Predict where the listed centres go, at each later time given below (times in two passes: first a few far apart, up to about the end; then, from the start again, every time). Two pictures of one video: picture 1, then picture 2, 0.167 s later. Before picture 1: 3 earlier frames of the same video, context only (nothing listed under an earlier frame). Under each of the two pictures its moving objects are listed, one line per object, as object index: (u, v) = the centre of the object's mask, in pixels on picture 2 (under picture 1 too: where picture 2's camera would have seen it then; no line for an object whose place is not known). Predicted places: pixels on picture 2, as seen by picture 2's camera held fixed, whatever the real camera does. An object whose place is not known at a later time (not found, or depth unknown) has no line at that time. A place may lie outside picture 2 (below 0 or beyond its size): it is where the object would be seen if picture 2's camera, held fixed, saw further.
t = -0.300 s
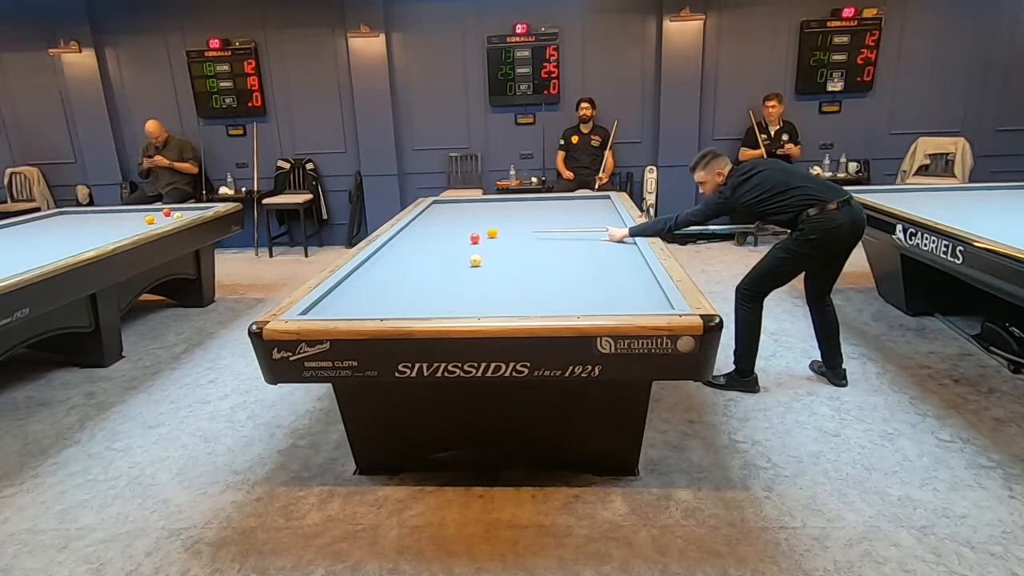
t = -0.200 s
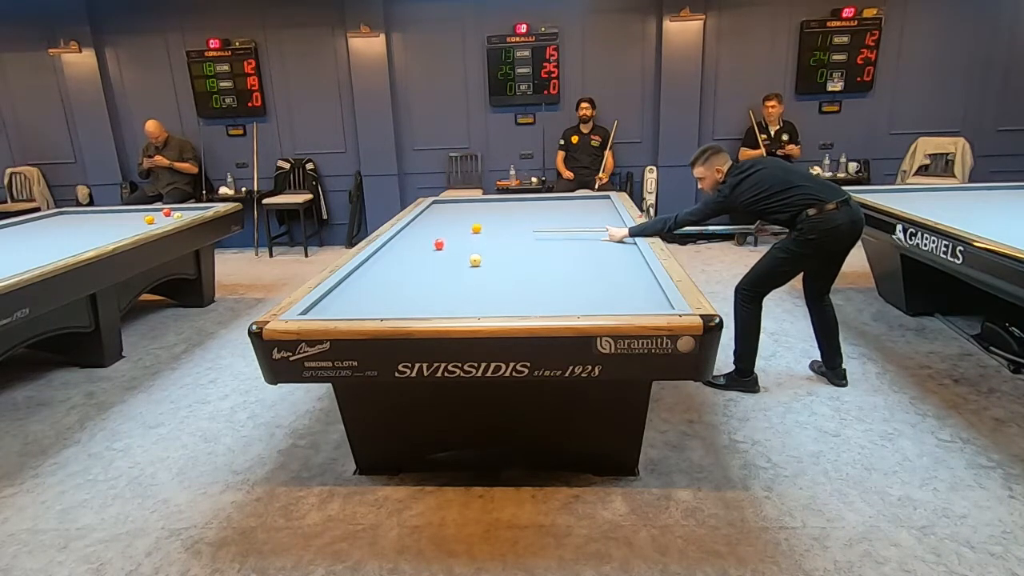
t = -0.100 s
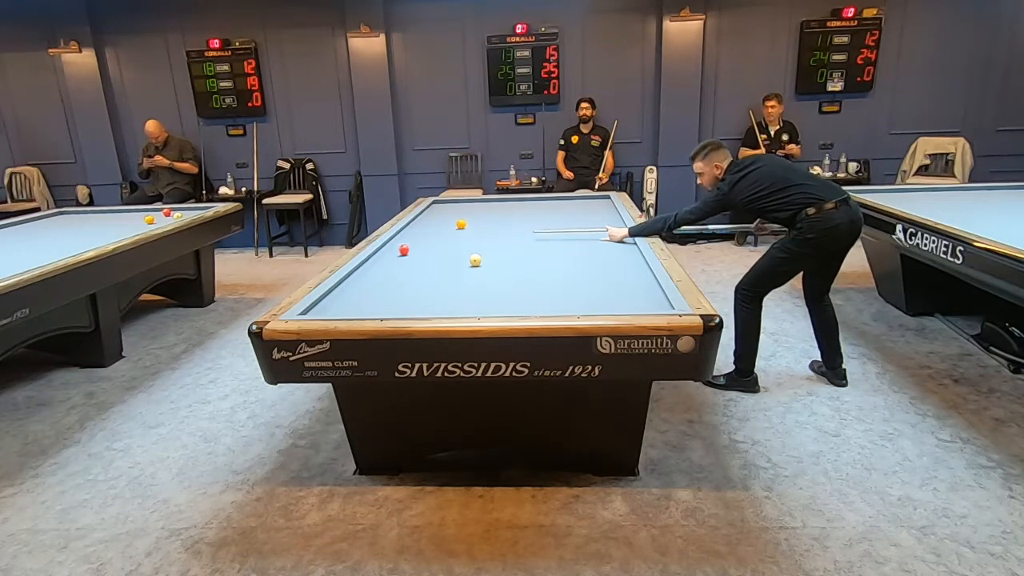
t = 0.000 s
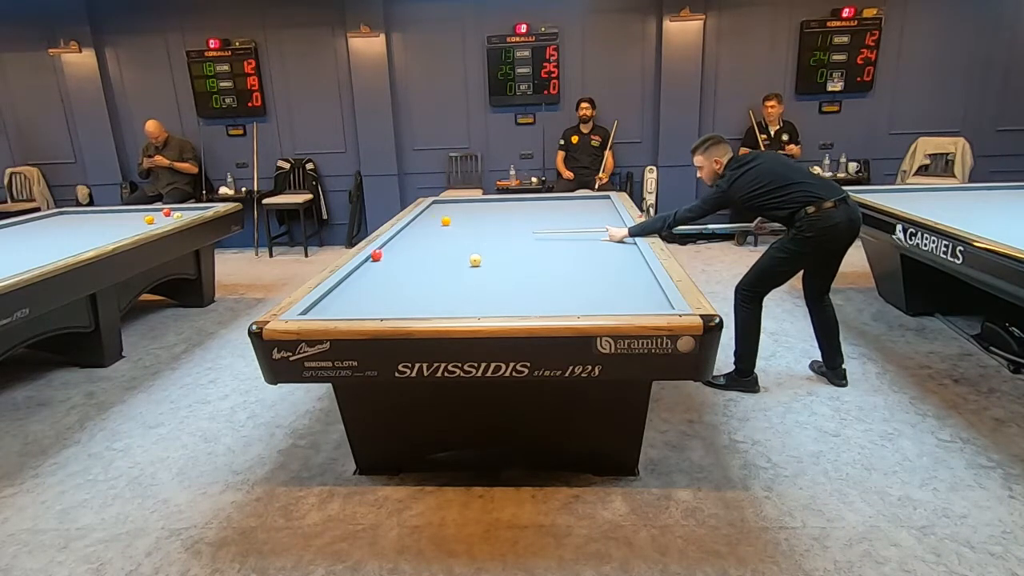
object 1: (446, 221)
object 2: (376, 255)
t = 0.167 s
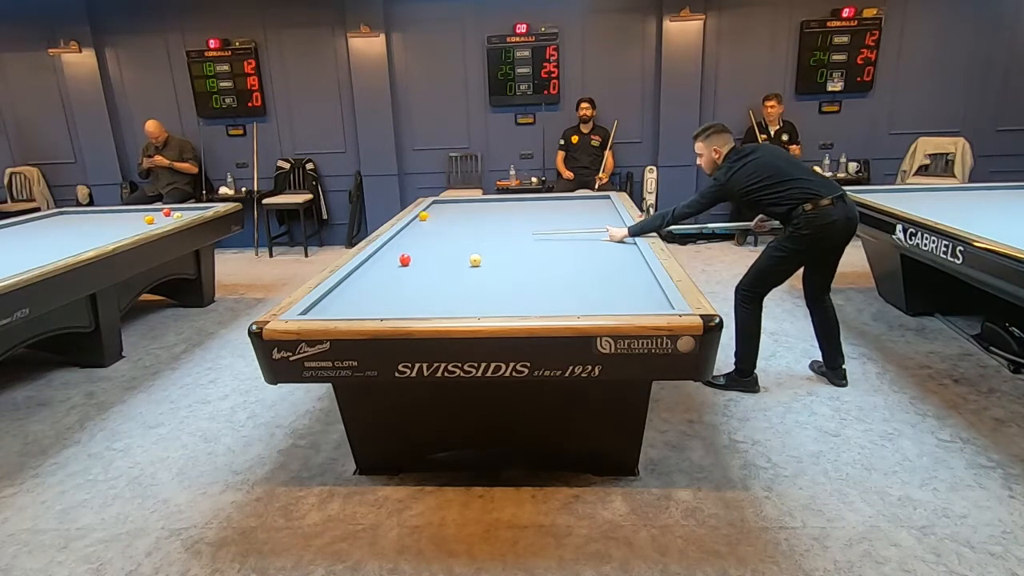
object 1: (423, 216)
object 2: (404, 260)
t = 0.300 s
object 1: (436, 211)
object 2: (423, 264)
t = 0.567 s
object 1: (467, 202)
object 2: (463, 272)
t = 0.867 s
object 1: (497, 203)
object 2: (513, 282)
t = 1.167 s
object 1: (529, 208)
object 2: (570, 294)
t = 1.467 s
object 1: (564, 212)
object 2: (635, 305)
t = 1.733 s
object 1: (598, 216)
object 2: (646, 302)
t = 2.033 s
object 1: (606, 223)
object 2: (611, 292)
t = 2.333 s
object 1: (586, 230)
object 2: (581, 283)
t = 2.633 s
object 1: (564, 239)
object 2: (554, 276)
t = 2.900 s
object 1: (543, 247)
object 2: (532, 270)
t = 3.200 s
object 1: (517, 256)
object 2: (511, 264)
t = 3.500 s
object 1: (501, 257)
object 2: (482, 268)
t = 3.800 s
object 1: (486, 256)
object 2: (450, 273)
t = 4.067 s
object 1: (474, 252)
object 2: (421, 278)
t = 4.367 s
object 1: (461, 255)
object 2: (388, 284)
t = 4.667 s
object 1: (450, 254)
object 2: (355, 290)
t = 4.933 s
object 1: (440, 254)
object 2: (332, 295)
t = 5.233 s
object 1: (431, 254)
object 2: (342, 300)
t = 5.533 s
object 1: (422, 253)
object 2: (353, 305)
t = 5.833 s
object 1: (413, 252)
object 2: (363, 309)
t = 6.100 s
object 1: (407, 252)
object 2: (374, 310)
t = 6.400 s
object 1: (400, 251)
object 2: (390, 308)
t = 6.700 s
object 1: (395, 251)
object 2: (404, 306)
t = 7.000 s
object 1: (390, 251)
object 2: (417, 304)
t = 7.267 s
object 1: (386, 251)
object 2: (428, 303)
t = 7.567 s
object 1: (382, 250)
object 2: (439, 300)
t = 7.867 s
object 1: (380, 250)
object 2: (449, 298)
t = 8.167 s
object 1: (381, 250)
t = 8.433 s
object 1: (382, 250)
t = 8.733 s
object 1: (382, 250)
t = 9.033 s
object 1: (382, 250)
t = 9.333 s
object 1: (382, 250)
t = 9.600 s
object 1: (382, 250)
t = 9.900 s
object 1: (382, 250)
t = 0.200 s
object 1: (420, 215)
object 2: (409, 261)
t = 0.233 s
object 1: (425, 214)
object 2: (414, 262)
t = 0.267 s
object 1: (431, 212)
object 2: (418, 263)
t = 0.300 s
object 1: (436, 211)
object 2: (423, 264)
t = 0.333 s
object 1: (441, 209)
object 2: (428, 265)
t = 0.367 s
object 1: (446, 208)
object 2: (432, 266)
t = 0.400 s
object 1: (449, 207)
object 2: (437, 266)
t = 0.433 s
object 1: (453, 206)
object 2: (442, 267)
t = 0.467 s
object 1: (456, 205)
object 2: (447, 269)
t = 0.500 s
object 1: (460, 203)
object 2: (453, 270)
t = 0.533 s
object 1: (464, 202)
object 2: (458, 271)
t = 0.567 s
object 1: (467, 202)
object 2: (463, 272)
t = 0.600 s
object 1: (470, 201)
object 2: (468, 273)
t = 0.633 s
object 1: (474, 200)
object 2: (474, 274)
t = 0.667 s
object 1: (477, 200)
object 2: (479, 275)
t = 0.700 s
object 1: (480, 200)
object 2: (484, 276)
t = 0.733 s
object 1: (483, 201)
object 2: (490, 278)
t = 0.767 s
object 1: (487, 202)
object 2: (496, 279)
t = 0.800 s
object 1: (490, 202)
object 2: (502, 280)
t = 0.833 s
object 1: (494, 203)
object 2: (507, 281)
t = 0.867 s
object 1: (497, 203)
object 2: (513, 282)
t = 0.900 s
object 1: (500, 203)
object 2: (519, 284)
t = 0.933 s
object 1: (504, 204)
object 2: (525, 285)
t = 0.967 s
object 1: (507, 204)
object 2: (531, 287)
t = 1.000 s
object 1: (511, 205)
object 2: (538, 288)
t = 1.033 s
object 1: (514, 205)
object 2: (544, 289)
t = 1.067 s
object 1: (518, 206)
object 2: (550, 290)
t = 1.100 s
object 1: (521, 206)
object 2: (557, 292)
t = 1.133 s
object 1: (525, 207)
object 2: (564, 293)
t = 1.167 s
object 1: (529, 208)
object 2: (570, 294)
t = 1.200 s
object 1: (533, 208)
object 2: (577, 296)
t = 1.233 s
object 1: (536, 209)
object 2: (584, 297)
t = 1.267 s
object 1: (540, 209)
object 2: (591, 299)
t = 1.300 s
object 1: (545, 209)
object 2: (598, 300)
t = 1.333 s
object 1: (548, 210)
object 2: (606, 302)
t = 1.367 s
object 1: (552, 210)
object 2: (613, 303)
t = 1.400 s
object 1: (556, 211)
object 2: (620, 303)
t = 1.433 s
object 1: (560, 211)
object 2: (628, 304)
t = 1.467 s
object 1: (564, 212)
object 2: (635, 305)
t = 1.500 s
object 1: (568, 212)
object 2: (643, 306)
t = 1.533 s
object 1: (572, 213)
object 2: (650, 306)
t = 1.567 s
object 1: (577, 213)
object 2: (656, 305)
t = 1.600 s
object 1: (581, 214)
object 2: (662, 304)
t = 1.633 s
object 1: (585, 214)
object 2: (661, 304)
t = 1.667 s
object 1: (589, 215)
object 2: (655, 303)
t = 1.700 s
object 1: (594, 215)
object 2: (651, 302)
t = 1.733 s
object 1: (598, 216)
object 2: (646, 302)
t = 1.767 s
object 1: (603, 217)
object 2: (642, 301)
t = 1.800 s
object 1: (607, 217)
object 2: (638, 299)
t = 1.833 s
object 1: (612, 218)
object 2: (634, 299)
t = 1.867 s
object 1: (616, 219)
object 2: (630, 297)
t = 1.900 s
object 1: (616, 219)
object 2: (626, 296)
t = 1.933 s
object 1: (613, 220)
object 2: (622, 295)
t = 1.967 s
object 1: (611, 221)
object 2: (618, 294)
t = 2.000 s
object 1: (609, 222)
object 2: (615, 293)
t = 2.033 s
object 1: (606, 223)
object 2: (611, 292)
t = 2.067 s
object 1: (604, 224)
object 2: (608, 291)
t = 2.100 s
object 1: (602, 224)
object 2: (604, 290)
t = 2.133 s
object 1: (600, 225)
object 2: (601, 289)
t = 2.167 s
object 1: (598, 226)
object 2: (597, 288)
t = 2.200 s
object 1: (595, 227)
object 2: (594, 287)
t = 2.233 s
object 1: (593, 228)
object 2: (590, 286)
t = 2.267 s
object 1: (591, 228)
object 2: (587, 285)
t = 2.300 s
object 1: (588, 229)
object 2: (584, 284)
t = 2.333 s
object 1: (586, 230)
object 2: (581, 283)
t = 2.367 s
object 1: (584, 231)
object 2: (577, 282)
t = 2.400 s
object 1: (581, 232)
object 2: (574, 282)
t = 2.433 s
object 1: (579, 233)
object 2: (571, 281)
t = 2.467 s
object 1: (577, 234)
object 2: (568, 280)
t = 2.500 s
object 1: (574, 235)
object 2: (565, 279)
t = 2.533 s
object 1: (571, 236)
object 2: (562, 278)
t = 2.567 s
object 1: (569, 237)
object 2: (559, 277)
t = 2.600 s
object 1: (567, 238)
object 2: (556, 277)
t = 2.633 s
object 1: (564, 239)
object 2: (554, 276)
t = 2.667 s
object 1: (562, 240)
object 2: (551, 275)
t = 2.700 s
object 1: (559, 241)
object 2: (548, 274)
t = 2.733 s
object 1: (556, 242)
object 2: (545, 273)
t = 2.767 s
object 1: (553, 243)
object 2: (543, 273)
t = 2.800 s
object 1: (551, 244)
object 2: (540, 272)
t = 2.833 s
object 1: (548, 245)
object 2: (537, 271)
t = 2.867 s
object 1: (545, 246)
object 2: (535, 270)
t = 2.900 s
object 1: (543, 247)
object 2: (532, 270)
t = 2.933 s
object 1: (540, 248)
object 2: (530, 269)
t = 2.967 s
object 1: (537, 249)
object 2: (528, 268)
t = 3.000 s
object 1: (534, 250)
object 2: (525, 267)
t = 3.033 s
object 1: (531, 251)
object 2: (523, 267)
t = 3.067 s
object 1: (528, 252)
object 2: (520, 266)
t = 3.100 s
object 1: (525, 254)
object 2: (518, 266)
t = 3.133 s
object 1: (522, 254)
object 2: (515, 265)
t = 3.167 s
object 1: (520, 255)
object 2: (513, 264)
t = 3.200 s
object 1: (517, 256)
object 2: (511, 264)
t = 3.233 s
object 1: (515, 257)
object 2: (508, 263)
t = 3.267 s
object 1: (512, 257)
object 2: (506, 263)
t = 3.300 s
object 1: (510, 258)
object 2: (501, 264)
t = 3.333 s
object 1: (508, 258)
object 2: (498, 265)
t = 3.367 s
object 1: (506, 258)
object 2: (494, 265)
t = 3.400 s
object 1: (505, 258)
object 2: (491, 266)
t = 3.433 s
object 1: (504, 257)
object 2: (489, 267)
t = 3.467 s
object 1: (502, 257)
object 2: (485, 267)
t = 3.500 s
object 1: (501, 257)
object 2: (482, 268)
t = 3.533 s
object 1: (499, 257)
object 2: (479, 269)
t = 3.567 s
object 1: (497, 257)
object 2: (475, 269)
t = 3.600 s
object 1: (496, 257)
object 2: (471, 270)
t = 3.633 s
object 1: (494, 257)
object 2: (468, 270)
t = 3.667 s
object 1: (492, 257)
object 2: (464, 271)
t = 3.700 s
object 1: (491, 257)
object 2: (461, 272)
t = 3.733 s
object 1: (489, 257)
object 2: (457, 272)
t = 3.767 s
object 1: (488, 256)
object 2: (454, 273)
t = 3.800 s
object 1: (486, 256)
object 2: (450, 273)
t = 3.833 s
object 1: (485, 256)
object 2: (446, 274)
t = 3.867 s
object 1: (484, 256)
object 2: (443, 275)
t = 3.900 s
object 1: (483, 256)
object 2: (439, 275)
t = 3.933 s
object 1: (482, 255)
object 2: (436, 276)
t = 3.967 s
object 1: (480, 254)
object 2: (432, 276)
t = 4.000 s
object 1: (479, 254)
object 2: (428, 277)
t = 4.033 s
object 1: (476, 252)
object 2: (425, 278)
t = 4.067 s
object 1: (474, 252)
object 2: (421, 278)
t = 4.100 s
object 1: (472, 253)
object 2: (418, 279)
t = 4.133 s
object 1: (470, 254)
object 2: (414, 280)
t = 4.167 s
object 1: (469, 254)
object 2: (410, 280)
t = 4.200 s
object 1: (467, 254)
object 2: (407, 281)
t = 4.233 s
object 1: (466, 255)
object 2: (403, 281)
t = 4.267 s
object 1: (465, 255)
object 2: (399, 282)
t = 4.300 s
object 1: (464, 255)
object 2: (396, 283)
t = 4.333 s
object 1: (463, 255)
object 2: (392, 283)
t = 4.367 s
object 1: (461, 255)
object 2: (388, 284)
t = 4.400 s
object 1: (460, 255)
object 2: (385, 284)
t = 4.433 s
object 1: (459, 255)
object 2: (381, 285)
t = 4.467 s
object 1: (457, 255)
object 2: (377, 286)
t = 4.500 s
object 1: (456, 255)
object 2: (374, 287)
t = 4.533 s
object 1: (454, 255)
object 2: (370, 287)
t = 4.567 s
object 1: (453, 255)
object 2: (366, 288)
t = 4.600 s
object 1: (452, 255)
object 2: (363, 289)
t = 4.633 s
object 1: (451, 254)
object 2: (359, 289)
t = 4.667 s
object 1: (450, 254)
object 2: (355, 290)
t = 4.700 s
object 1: (448, 254)
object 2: (351, 290)
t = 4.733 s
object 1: (447, 254)
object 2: (348, 291)
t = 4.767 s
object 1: (446, 254)
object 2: (344, 292)
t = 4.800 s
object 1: (445, 254)
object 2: (340, 292)
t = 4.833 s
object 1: (444, 254)
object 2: (336, 293)
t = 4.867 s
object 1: (443, 254)
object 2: (333, 294)
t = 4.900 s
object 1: (441, 254)
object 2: (330, 294)
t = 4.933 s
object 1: (440, 254)
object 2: (332, 295)
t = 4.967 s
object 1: (439, 254)
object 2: (333, 295)
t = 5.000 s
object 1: (438, 254)
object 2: (334, 296)
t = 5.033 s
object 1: (437, 254)
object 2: (335, 296)
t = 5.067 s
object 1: (436, 254)
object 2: (336, 297)
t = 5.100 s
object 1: (435, 254)
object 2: (337, 297)
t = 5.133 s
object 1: (434, 254)
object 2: (339, 298)
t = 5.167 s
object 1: (433, 254)
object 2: (340, 299)
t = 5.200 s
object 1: (432, 253)
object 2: (341, 300)
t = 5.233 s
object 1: (431, 254)
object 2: (342, 300)
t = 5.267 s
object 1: (430, 254)
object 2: (343, 301)
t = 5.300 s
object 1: (428, 254)
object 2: (344, 301)
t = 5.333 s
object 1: (427, 253)
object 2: (345, 302)
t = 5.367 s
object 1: (426, 253)
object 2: (347, 303)
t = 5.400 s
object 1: (425, 253)
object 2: (348, 303)
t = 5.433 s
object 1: (424, 253)
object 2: (349, 304)
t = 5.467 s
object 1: (423, 253)
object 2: (350, 304)
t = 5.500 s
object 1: (423, 253)
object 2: (351, 305)
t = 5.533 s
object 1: (422, 253)
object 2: (353, 305)
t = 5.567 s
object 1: (421, 253)
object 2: (354, 306)
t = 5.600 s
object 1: (420, 253)
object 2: (355, 306)
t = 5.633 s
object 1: (419, 253)
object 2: (356, 307)
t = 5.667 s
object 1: (418, 253)
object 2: (357, 307)
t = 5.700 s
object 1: (417, 253)
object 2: (358, 307)
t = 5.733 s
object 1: (416, 253)
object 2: (360, 308)
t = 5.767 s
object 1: (415, 252)
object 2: (361, 308)
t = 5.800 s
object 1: (414, 252)
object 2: (362, 308)
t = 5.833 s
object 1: (413, 252)
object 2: (363, 309)
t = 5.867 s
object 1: (412, 252)
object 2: (364, 309)
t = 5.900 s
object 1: (412, 252)
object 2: (366, 309)
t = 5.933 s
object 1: (411, 252)
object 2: (367, 310)
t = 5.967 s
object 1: (410, 252)
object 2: (368, 310)
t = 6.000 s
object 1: (409, 252)
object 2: (369, 310)
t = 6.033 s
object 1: (408, 252)
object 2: (370, 310)
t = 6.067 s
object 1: (408, 252)
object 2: (372, 311)
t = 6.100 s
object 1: (407, 252)
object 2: (374, 310)
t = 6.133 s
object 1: (406, 252)
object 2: (376, 310)
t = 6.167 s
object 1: (405, 252)
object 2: (377, 310)
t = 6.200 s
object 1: (405, 252)
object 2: (379, 310)
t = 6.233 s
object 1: (404, 252)
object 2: (381, 309)
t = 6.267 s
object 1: (403, 251)
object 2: (383, 309)
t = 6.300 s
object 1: (403, 252)
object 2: (385, 309)
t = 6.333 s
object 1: (402, 251)
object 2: (386, 309)
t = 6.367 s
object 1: (401, 251)
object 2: (388, 309)
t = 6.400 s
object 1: (400, 251)
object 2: (390, 308)
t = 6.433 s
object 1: (400, 252)
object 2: (391, 308)
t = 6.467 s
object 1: (399, 251)
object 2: (393, 308)
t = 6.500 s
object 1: (399, 252)
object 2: (395, 308)
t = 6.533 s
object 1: (398, 251)
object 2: (396, 307)
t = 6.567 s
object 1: (397, 252)
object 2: (398, 307)
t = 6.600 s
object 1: (396, 251)
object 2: (399, 307)
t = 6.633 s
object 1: (396, 251)
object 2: (401, 307)
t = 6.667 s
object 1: (395, 251)
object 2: (403, 306)
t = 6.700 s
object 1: (395, 251)
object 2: (404, 306)
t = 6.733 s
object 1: (394, 251)
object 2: (406, 306)
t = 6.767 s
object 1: (393, 251)
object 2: (407, 306)
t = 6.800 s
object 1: (393, 251)
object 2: (409, 306)
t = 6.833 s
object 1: (392, 251)
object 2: (410, 305)
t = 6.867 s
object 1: (392, 251)
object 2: (412, 305)
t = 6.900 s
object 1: (391, 251)
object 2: (413, 305)
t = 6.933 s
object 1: (390, 251)
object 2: (414, 305)
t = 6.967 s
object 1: (390, 251)
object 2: (416, 305)
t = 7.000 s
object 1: (390, 251)
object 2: (417, 304)
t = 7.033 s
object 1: (389, 251)
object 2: (419, 304)
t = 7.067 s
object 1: (389, 251)
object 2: (420, 304)
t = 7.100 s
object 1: (388, 251)
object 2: (421, 304)
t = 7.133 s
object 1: (387, 251)
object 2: (423, 303)
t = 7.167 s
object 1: (387, 251)
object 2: (424, 303)
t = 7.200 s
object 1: (387, 251)
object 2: (426, 303)
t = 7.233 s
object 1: (386, 251)
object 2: (427, 303)
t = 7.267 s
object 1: (386, 251)
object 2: (428, 303)
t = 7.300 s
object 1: (385, 251)
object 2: (429, 302)
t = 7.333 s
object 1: (385, 250)
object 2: (431, 302)
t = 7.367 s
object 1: (384, 250)
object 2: (432, 302)
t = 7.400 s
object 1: (384, 250)
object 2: (433, 302)
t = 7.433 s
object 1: (383, 250)
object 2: (434, 301)
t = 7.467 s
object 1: (383, 250)
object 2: (435, 301)
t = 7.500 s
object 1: (383, 250)
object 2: (437, 301)
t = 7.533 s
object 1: (383, 250)
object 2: (438, 300)
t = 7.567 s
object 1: (382, 250)
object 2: (439, 300)
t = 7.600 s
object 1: (382, 250)
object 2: (440, 300)
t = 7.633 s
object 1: (381, 250)
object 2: (441, 299)
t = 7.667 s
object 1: (381, 250)
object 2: (442, 299)
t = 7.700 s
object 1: (381, 250)
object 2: (443, 299)
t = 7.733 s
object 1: (381, 250)
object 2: (444, 299)
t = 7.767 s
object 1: (380, 250)
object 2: (445, 299)
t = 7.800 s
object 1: (380, 250)
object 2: (447, 298)
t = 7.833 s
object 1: (380, 250)
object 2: (448, 298)
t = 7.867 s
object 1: (380, 250)
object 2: (449, 298)
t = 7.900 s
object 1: (381, 250)
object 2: (450, 298)
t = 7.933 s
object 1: (381, 250)
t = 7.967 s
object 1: (381, 250)
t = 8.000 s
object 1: (381, 250)
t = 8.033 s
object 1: (381, 250)
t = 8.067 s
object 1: (381, 250)
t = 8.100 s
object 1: (381, 250)
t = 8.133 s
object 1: (381, 250)
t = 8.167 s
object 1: (381, 250)
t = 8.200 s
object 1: (381, 250)
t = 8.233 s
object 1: (382, 250)
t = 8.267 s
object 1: (382, 250)
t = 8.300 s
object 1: (382, 250)
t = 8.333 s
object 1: (382, 250)
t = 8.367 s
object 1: (382, 250)
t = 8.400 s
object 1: (382, 250)
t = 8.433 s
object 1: (382, 250)
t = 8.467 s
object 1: (382, 250)
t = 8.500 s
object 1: (382, 250)
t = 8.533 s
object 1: (382, 250)
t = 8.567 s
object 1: (382, 250)
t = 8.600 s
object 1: (382, 250)
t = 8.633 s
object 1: (382, 250)
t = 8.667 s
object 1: (382, 250)
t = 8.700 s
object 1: (382, 250)
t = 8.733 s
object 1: (382, 250)
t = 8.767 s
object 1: (382, 250)
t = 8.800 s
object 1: (382, 250)
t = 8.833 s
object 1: (382, 250)
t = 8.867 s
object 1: (382, 250)
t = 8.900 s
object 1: (382, 250)
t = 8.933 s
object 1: (382, 250)
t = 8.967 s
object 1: (382, 250)
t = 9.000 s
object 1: (382, 250)
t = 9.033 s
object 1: (382, 250)
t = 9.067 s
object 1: (382, 250)
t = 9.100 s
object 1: (382, 250)
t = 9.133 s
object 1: (382, 250)
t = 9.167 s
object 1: (382, 250)
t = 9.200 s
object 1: (382, 250)
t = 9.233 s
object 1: (382, 250)
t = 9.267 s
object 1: (382, 250)
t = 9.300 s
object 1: (382, 250)
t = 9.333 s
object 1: (382, 250)
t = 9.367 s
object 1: (382, 250)
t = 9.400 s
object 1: (382, 250)
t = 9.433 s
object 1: (382, 250)
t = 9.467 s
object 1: (382, 250)
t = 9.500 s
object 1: (382, 250)
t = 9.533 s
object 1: (382, 250)
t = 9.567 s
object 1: (382, 250)
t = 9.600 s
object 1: (382, 250)
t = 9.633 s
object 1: (382, 250)
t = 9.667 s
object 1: (382, 250)
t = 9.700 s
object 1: (382, 250)
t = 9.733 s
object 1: (382, 250)
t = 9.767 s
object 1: (382, 250)
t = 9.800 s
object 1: (382, 250)
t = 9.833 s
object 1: (382, 250)
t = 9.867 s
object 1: (382, 250)
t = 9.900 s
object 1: (382, 250)
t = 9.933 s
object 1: (382, 250)
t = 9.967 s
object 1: (382, 250)
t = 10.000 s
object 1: (382, 250)
